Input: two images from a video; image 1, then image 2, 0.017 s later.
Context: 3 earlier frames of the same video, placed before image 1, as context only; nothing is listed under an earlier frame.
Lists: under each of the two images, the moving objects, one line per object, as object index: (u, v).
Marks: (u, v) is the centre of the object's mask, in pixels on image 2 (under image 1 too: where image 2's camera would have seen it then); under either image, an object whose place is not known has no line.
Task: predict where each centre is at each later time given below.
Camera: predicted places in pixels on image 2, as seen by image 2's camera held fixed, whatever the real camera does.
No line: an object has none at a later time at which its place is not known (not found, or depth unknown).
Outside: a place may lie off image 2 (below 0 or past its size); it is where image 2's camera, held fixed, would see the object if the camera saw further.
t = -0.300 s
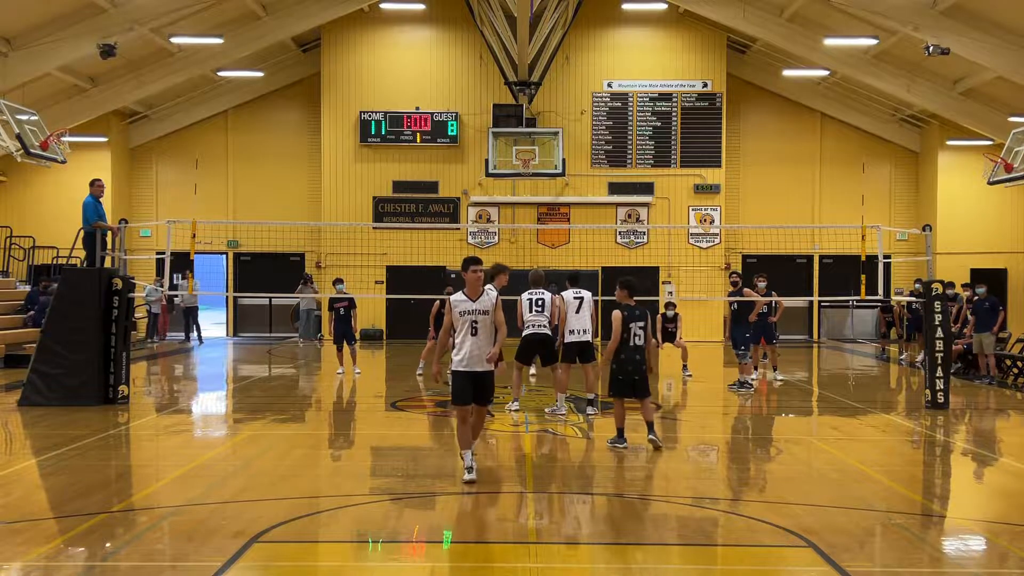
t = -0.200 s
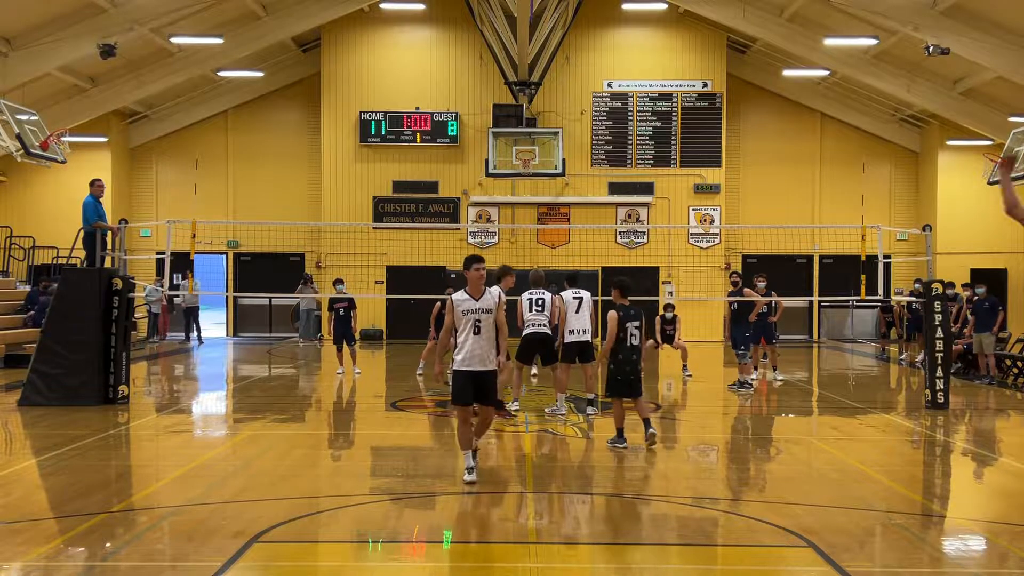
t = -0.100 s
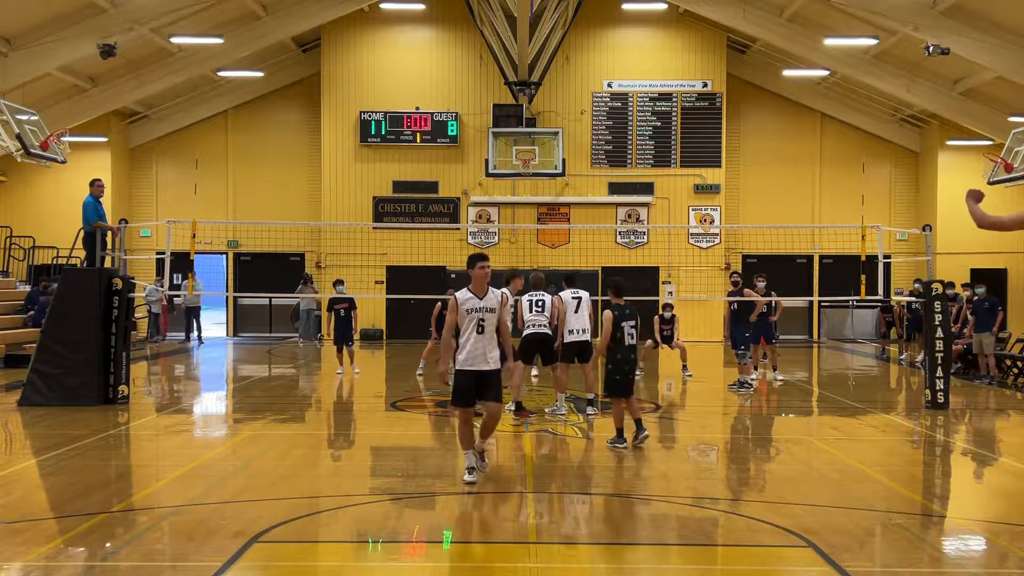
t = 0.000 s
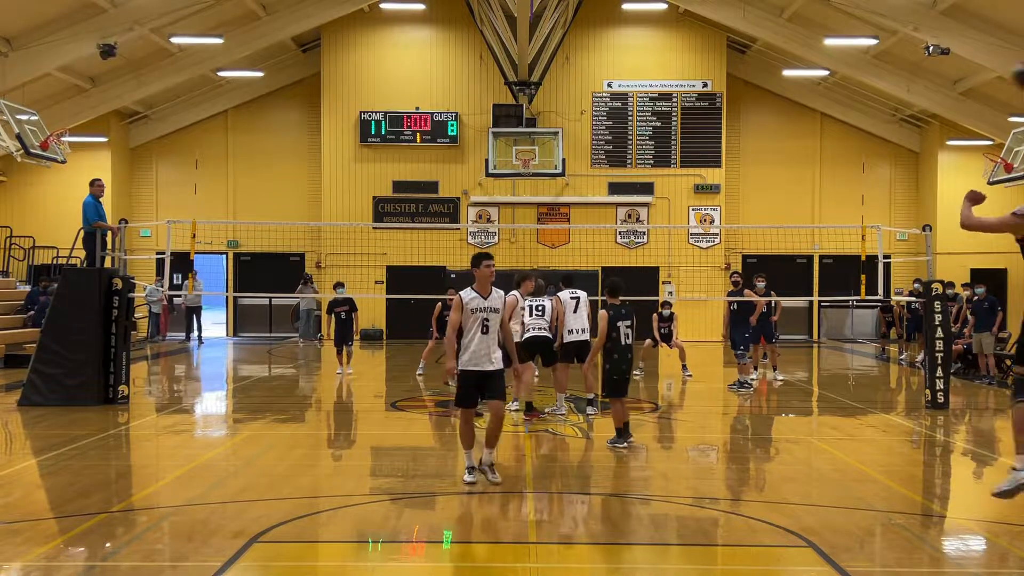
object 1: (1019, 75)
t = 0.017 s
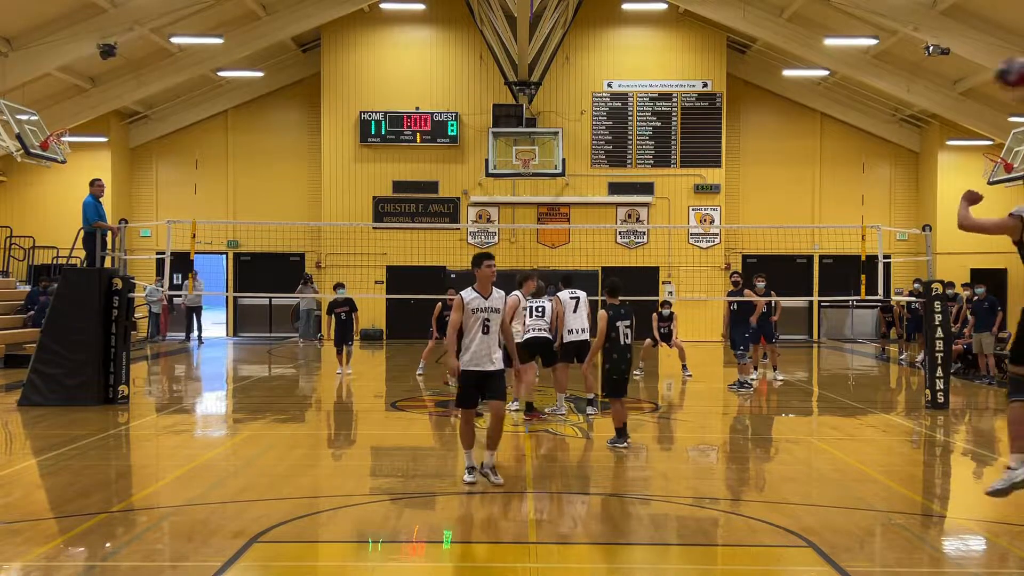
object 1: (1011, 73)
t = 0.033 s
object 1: (997, 73)
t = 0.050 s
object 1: (981, 74)
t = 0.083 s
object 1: (953, 76)
